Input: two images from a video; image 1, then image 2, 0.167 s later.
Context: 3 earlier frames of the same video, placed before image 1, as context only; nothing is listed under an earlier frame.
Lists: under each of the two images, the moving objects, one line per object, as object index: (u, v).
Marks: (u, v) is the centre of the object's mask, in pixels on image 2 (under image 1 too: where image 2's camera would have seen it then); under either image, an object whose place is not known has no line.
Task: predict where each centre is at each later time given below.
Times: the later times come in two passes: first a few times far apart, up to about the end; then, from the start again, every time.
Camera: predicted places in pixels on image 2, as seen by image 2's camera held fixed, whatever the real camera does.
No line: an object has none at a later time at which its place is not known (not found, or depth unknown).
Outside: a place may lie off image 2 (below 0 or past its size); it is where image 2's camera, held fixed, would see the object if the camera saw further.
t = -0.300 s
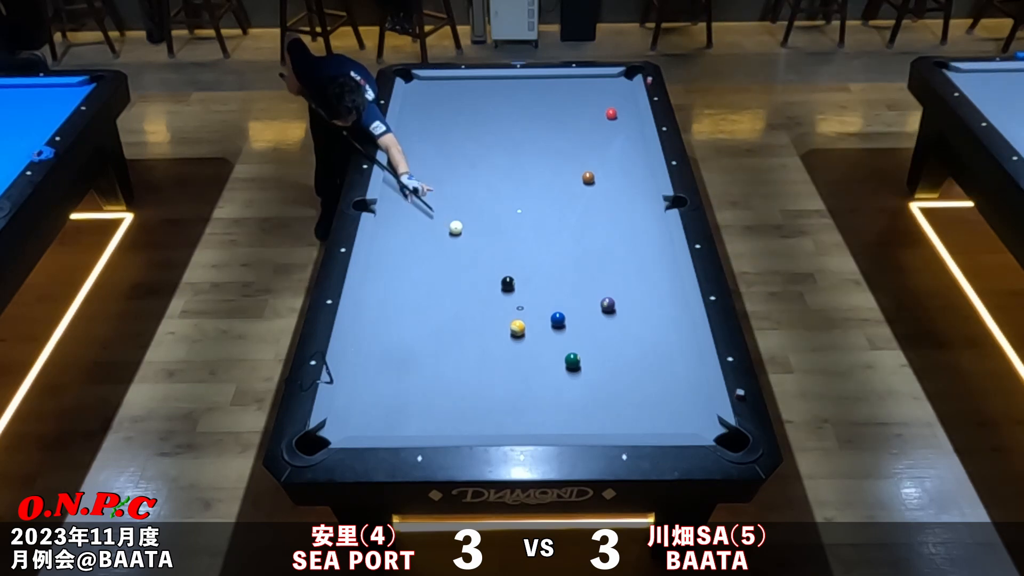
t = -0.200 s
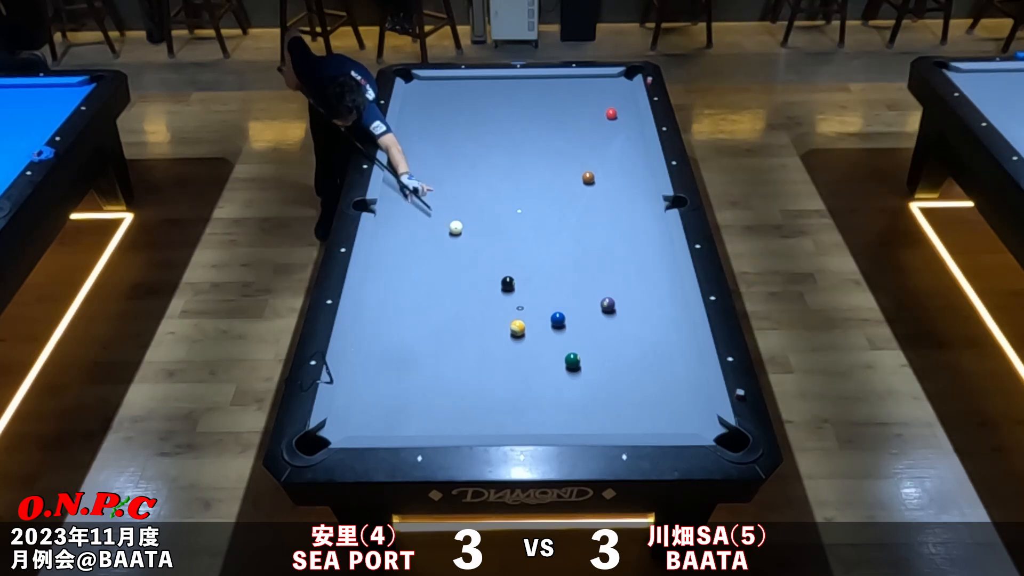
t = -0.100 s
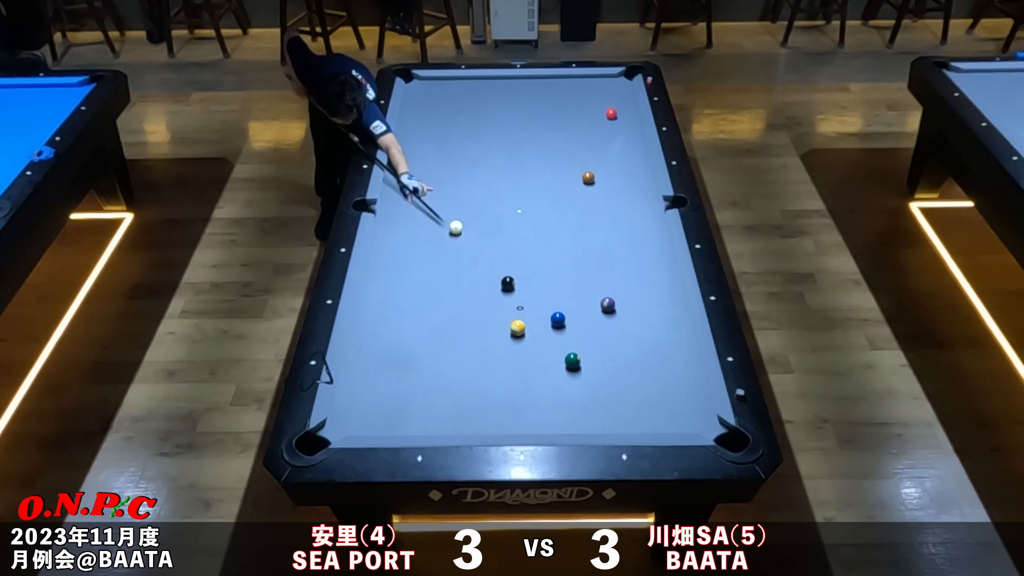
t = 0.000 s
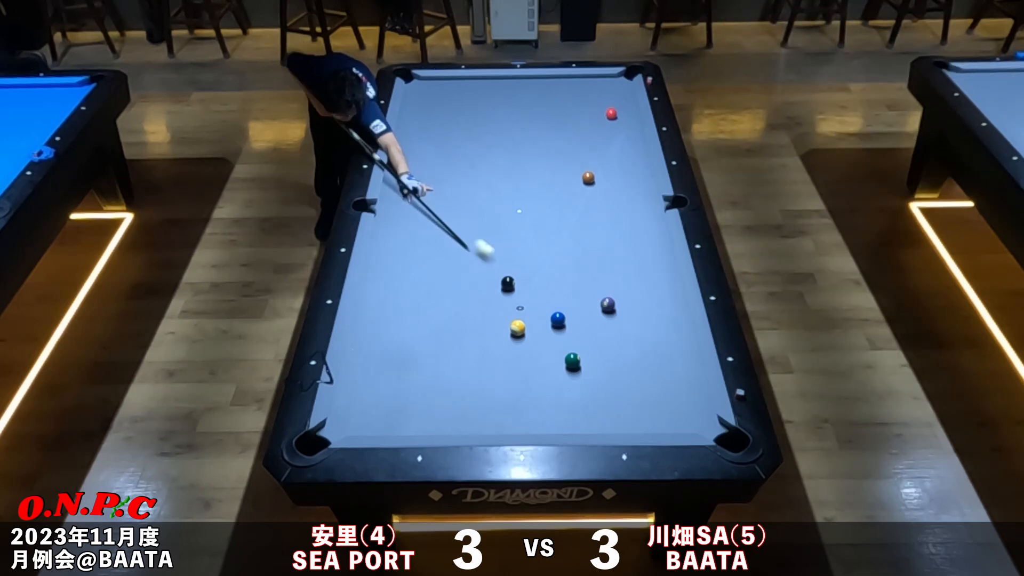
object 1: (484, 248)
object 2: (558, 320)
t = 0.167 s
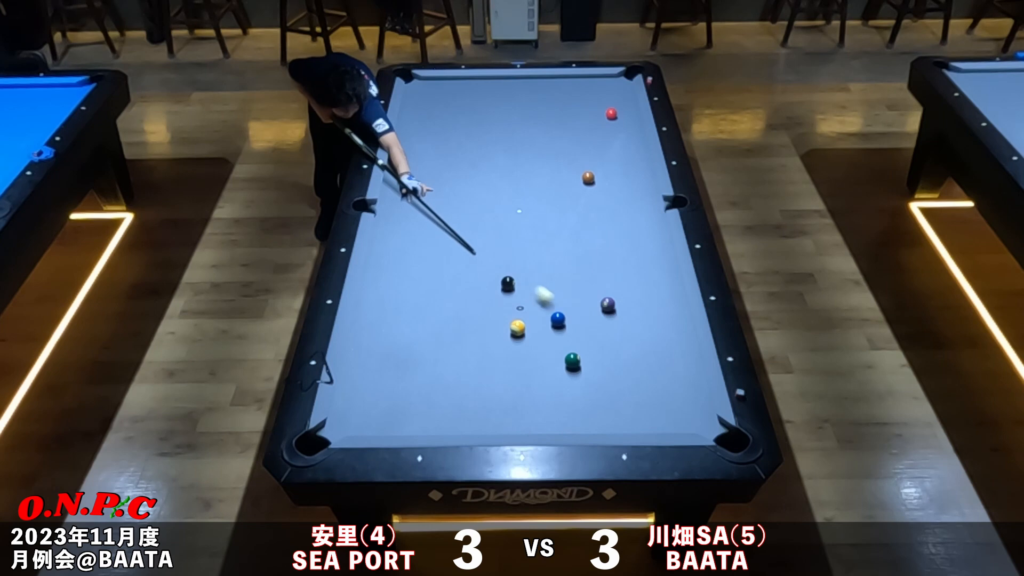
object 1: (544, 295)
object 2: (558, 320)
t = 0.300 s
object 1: (590, 314)
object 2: (554, 335)
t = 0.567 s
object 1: (668, 332)
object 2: (545, 376)
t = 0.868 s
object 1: (659, 374)
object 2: (532, 424)
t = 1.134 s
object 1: (625, 419)
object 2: (525, 409)
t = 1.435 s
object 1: (572, 404)
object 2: (518, 384)
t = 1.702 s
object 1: (527, 380)
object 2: (512, 364)
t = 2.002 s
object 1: (482, 356)
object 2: (507, 345)
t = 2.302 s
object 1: (442, 334)
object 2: (501, 329)
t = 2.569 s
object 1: (409, 317)
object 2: (494, 317)
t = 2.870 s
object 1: (376, 299)
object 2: (488, 307)
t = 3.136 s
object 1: (375, 286)
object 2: (483, 298)
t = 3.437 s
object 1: (395, 274)
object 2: (478, 291)
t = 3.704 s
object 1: (412, 264)
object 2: (474, 285)
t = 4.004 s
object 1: (429, 255)
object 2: (471, 280)
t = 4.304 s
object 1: (444, 246)
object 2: (468, 277)
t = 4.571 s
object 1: (455, 239)
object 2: (466, 275)
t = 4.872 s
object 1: (467, 233)
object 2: (465, 274)
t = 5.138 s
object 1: (476, 228)
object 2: (465, 274)
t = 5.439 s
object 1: (484, 223)
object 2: (465, 274)
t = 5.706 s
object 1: (490, 220)
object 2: (465, 274)
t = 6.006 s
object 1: (496, 217)
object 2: (465, 274)
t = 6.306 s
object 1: (500, 214)
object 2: (465, 274)
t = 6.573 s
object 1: (503, 213)
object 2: (465, 274)
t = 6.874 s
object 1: (504, 212)
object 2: (465, 273)
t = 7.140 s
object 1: (504, 212)
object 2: (465, 274)
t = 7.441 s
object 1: (504, 212)
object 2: (465, 274)
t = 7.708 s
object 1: (504, 212)
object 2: (465, 274)
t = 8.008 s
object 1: (504, 212)
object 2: (465, 274)
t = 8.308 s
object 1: (504, 212)
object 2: (465, 274)
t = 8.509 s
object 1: (504, 212)
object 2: (465, 274)
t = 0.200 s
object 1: (555, 303)
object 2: (558, 320)
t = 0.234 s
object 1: (567, 309)
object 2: (557, 323)
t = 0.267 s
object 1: (579, 312)
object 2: (555, 329)
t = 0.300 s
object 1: (590, 314)
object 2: (554, 335)
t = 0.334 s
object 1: (600, 316)
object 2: (553, 340)
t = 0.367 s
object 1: (610, 319)
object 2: (552, 345)
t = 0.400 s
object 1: (620, 321)
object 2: (551, 350)
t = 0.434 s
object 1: (629, 323)
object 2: (549, 355)
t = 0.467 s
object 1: (639, 325)
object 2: (548, 360)
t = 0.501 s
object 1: (649, 328)
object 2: (547, 366)
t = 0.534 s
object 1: (659, 330)
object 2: (546, 371)
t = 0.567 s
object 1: (668, 332)
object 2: (545, 376)
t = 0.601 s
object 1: (678, 334)
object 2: (543, 381)
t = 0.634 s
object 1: (687, 337)
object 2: (542, 387)
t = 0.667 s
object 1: (684, 342)
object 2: (540, 392)
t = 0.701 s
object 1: (679, 347)
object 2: (539, 398)
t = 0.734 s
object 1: (674, 352)
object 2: (538, 403)
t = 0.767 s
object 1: (670, 358)
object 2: (536, 409)
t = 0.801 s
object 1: (666, 363)
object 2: (535, 414)
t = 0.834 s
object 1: (662, 368)
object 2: (534, 420)
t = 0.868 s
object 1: (659, 374)
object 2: (532, 424)
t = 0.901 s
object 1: (655, 379)
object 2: (531, 427)
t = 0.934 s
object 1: (651, 384)
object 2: (530, 425)
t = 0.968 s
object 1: (646, 390)
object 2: (529, 424)
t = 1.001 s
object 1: (642, 396)
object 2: (528, 422)
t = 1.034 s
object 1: (638, 402)
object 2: (527, 418)
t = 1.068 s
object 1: (634, 407)
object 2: (526, 415)
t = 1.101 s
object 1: (630, 413)
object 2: (526, 412)
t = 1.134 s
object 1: (625, 419)
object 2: (525, 409)
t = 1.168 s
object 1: (621, 424)
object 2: (524, 406)
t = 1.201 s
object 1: (615, 425)
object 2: (523, 403)
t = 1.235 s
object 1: (609, 423)
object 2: (522, 400)
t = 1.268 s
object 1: (602, 420)
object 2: (522, 397)
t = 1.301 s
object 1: (596, 417)
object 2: (521, 395)
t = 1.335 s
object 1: (590, 414)
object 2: (520, 392)
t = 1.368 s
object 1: (584, 411)
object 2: (519, 389)
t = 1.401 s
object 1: (578, 408)
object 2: (519, 387)
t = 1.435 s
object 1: (572, 404)
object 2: (518, 384)
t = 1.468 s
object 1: (566, 401)
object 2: (517, 381)
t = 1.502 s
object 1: (560, 398)
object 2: (517, 379)
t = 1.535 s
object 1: (555, 395)
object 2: (516, 376)
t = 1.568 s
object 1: (549, 392)
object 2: (515, 374)
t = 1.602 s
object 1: (544, 389)
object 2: (515, 371)
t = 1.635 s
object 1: (538, 386)
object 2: (514, 369)
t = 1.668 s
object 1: (533, 383)
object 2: (513, 366)
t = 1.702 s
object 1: (527, 380)
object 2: (512, 364)
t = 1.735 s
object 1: (522, 378)
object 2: (512, 361)
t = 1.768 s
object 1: (517, 375)
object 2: (511, 358)
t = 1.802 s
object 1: (512, 372)
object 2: (511, 356)
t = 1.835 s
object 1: (507, 369)
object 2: (510, 354)
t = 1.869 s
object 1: (502, 367)
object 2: (509, 352)
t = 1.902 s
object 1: (497, 364)
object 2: (509, 350)
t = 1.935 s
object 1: (492, 361)
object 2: (508, 349)
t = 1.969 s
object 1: (487, 359)
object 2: (507, 347)
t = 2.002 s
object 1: (482, 356)
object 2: (507, 345)
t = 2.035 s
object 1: (477, 354)
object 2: (506, 343)
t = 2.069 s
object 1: (473, 351)
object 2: (506, 341)
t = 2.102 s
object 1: (468, 348)
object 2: (505, 339)
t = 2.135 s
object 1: (464, 346)
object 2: (505, 337)
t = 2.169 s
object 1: (459, 344)
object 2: (504, 335)
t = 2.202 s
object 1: (455, 341)
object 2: (504, 334)
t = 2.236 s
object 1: (450, 339)
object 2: (502, 332)
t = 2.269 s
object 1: (446, 337)
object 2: (502, 330)
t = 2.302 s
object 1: (442, 334)
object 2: (501, 329)
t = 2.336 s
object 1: (437, 332)
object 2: (500, 327)
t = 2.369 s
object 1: (433, 330)
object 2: (499, 326)
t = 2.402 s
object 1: (429, 327)
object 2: (498, 325)
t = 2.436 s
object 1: (425, 325)
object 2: (497, 323)
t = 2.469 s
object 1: (421, 323)
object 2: (496, 322)
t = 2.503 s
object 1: (417, 321)
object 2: (496, 320)
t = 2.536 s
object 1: (413, 319)
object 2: (495, 319)
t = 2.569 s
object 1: (409, 317)
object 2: (494, 317)
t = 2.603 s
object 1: (405, 315)
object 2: (494, 316)
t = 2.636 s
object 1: (401, 313)
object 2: (493, 315)
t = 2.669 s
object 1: (398, 311)
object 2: (492, 314)
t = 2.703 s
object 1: (394, 309)
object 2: (491, 313)
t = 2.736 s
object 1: (390, 307)
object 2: (490, 312)
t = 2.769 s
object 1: (387, 305)
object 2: (490, 310)
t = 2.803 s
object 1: (383, 303)
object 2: (489, 309)
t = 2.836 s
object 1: (379, 301)
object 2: (488, 308)
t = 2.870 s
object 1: (376, 299)
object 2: (488, 307)
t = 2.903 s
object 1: (372, 298)
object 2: (487, 306)
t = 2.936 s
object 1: (369, 296)
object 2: (487, 305)
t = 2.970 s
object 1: (365, 294)
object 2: (486, 303)
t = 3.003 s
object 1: (365, 292)
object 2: (485, 303)
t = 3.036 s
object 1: (367, 291)
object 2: (485, 301)
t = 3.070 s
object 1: (370, 289)
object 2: (484, 300)
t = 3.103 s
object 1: (372, 288)
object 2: (483, 300)
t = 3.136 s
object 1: (375, 286)
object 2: (483, 298)
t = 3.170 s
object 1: (377, 285)
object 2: (482, 298)
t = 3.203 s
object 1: (379, 284)
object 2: (481, 297)
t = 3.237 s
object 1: (382, 282)
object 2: (481, 296)
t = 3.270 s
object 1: (384, 281)
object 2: (480, 295)
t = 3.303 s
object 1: (386, 280)
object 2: (480, 294)
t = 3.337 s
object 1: (389, 278)
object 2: (479, 293)
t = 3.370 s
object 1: (391, 277)
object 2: (479, 293)
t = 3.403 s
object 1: (393, 275)
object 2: (478, 292)
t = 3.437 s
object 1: (395, 274)
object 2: (478, 291)
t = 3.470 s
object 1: (398, 273)
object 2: (477, 290)
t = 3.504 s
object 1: (400, 272)
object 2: (477, 289)
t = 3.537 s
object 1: (402, 270)
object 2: (476, 288)
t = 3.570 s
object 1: (404, 269)
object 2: (476, 288)
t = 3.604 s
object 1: (406, 268)
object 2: (475, 287)
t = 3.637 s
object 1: (408, 267)
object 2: (475, 287)
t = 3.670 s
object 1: (410, 266)
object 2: (475, 286)
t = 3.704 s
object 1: (412, 264)
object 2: (474, 285)
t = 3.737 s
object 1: (414, 263)
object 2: (474, 285)
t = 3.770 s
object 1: (416, 262)
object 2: (473, 284)
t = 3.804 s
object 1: (418, 261)
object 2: (473, 284)
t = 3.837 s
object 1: (420, 260)
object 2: (473, 283)
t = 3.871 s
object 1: (422, 259)
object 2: (472, 282)
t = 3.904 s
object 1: (423, 258)
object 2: (472, 282)
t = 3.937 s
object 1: (425, 257)
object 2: (471, 282)
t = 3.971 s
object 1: (427, 256)
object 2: (471, 281)
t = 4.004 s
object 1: (429, 255)
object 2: (471, 280)
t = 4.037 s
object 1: (430, 254)
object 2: (470, 280)
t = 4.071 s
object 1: (432, 253)
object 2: (470, 280)
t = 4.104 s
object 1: (434, 252)
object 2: (470, 279)
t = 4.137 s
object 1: (436, 251)
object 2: (470, 279)
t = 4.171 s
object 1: (437, 250)
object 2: (469, 279)
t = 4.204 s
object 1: (439, 249)
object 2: (469, 278)
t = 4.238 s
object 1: (440, 248)
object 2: (469, 278)
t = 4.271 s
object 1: (442, 247)
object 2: (469, 277)
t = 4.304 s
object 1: (444, 246)
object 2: (468, 277)
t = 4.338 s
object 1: (445, 245)
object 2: (468, 277)
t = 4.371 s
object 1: (447, 244)
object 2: (468, 277)
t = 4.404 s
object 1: (448, 244)
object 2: (468, 276)
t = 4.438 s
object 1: (450, 243)
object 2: (467, 276)
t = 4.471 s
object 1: (451, 242)
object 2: (467, 276)
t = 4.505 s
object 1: (453, 241)
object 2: (467, 276)
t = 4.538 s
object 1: (454, 240)
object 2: (466, 276)
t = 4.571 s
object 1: (455, 239)
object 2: (466, 275)
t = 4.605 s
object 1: (457, 239)
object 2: (466, 275)
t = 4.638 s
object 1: (458, 238)
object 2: (466, 275)
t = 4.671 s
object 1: (459, 237)
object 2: (466, 275)
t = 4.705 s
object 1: (461, 237)
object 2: (466, 274)
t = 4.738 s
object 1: (462, 236)
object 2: (465, 274)
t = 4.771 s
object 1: (463, 235)
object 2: (465, 274)
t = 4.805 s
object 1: (464, 234)
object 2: (465, 274)
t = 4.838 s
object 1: (466, 234)
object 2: (465, 274)
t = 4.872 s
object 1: (467, 233)
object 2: (465, 274)
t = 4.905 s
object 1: (468, 232)
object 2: (465, 274)
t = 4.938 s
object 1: (469, 232)
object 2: (465, 274)
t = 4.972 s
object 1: (470, 231)
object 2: (465, 274)
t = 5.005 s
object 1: (471, 230)
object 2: (465, 274)
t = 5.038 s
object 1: (472, 230)
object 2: (465, 274)
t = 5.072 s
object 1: (473, 229)
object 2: (465, 274)
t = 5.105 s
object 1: (475, 228)
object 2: (465, 274)
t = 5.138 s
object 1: (476, 228)
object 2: (465, 274)
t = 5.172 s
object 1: (477, 227)
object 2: (465, 274)
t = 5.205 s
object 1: (478, 227)
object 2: (465, 274)
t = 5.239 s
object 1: (479, 226)
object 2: (465, 274)
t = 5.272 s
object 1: (480, 226)
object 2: (465, 274)
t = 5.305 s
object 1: (481, 225)
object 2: (465, 274)
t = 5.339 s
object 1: (482, 225)
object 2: (465, 274)
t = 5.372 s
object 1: (482, 224)
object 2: (465, 274)
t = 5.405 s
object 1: (483, 224)
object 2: (465, 274)
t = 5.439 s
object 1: (484, 223)
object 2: (465, 274)
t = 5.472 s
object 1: (485, 223)
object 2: (465, 274)
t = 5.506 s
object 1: (486, 222)
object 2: (465, 274)
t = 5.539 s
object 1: (487, 222)
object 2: (465, 274)
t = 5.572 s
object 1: (488, 221)
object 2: (465, 274)
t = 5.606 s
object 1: (488, 221)
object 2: (465, 274)
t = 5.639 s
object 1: (489, 220)
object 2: (465, 274)
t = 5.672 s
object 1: (490, 220)
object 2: (465, 274)
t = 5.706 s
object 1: (490, 220)
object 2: (465, 274)
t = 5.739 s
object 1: (491, 219)
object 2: (465, 274)
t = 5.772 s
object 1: (492, 219)
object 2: (465, 274)
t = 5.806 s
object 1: (493, 218)
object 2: (465, 274)
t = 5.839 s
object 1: (493, 218)
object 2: (465, 274)
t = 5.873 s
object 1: (494, 218)
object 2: (465, 274)
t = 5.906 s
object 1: (494, 218)
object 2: (465, 274)
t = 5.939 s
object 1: (495, 217)
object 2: (465, 274)
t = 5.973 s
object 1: (495, 217)
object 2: (465, 274)
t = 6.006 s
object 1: (496, 217)
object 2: (465, 274)
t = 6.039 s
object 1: (497, 216)
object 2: (465, 274)
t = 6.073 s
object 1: (497, 216)
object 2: (465, 274)
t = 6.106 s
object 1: (498, 216)
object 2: (465, 274)
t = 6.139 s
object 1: (498, 215)
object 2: (465, 274)
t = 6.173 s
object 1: (498, 215)
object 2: (465, 274)
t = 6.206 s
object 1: (499, 215)
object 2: (465, 274)
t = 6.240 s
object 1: (499, 215)
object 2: (465, 274)
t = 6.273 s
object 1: (500, 214)
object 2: (465, 274)
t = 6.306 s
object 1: (500, 214)
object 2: (465, 274)
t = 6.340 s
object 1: (501, 214)
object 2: (465, 274)
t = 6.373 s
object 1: (501, 214)
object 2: (465, 274)
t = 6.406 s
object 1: (501, 214)
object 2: (465, 274)
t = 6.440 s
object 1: (501, 213)
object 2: (465, 274)
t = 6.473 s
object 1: (502, 213)
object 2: (465, 274)
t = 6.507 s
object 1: (502, 213)
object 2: (465, 274)
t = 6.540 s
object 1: (502, 213)
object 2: (465, 274)
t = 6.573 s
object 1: (503, 213)
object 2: (465, 274)
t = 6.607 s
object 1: (503, 213)
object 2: (465, 274)
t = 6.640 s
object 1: (503, 213)
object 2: (465, 274)
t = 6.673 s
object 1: (503, 212)
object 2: (465, 273)
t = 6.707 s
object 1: (503, 212)
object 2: (465, 273)
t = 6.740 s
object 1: (504, 212)
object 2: (465, 273)
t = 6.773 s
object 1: (504, 212)
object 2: (465, 273)
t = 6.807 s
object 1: (504, 212)
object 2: (465, 273)
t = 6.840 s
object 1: (504, 212)
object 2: (465, 274)
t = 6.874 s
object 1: (504, 212)
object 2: (465, 273)
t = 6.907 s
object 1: (504, 212)
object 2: (465, 274)
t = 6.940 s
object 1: (504, 212)
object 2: (465, 274)
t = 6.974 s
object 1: (504, 212)
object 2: (465, 274)
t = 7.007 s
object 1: (504, 212)
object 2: (465, 274)
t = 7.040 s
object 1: (504, 212)
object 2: (465, 274)
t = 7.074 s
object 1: (504, 212)
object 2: (465, 274)
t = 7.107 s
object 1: (504, 212)
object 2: (465, 274)
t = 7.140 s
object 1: (504, 212)
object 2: (465, 274)
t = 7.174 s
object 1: (504, 212)
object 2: (465, 274)
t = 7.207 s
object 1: (504, 212)
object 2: (465, 274)
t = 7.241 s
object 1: (504, 212)
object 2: (465, 274)
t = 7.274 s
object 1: (504, 212)
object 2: (465, 274)
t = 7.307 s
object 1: (504, 212)
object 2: (465, 274)
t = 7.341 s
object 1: (504, 212)
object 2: (465, 274)
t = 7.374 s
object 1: (504, 212)
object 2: (465, 274)
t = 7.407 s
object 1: (504, 212)
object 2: (465, 274)
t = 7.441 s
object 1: (504, 212)
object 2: (465, 274)
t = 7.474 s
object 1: (504, 212)
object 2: (465, 274)
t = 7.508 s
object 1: (504, 212)
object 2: (465, 274)
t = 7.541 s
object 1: (504, 212)
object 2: (465, 274)
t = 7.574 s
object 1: (504, 212)
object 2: (465, 274)
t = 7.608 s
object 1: (504, 212)
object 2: (465, 274)
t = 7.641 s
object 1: (504, 212)
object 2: (465, 274)
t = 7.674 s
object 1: (504, 212)
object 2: (465, 274)
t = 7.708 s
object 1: (504, 212)
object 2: (465, 274)
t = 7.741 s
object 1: (504, 212)
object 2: (465, 274)
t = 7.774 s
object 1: (504, 212)
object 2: (465, 274)
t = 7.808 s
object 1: (504, 212)
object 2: (465, 274)
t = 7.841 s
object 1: (504, 212)
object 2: (465, 274)
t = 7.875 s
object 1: (504, 212)
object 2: (465, 274)
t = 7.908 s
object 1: (504, 212)
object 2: (465, 274)
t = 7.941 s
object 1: (504, 212)
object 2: (465, 274)
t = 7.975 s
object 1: (504, 212)
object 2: (465, 274)
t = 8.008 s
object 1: (504, 212)
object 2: (465, 274)
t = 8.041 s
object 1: (504, 212)
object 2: (465, 274)
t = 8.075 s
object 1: (504, 212)
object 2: (465, 274)
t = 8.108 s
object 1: (504, 212)
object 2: (465, 274)
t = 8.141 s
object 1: (504, 212)
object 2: (465, 274)
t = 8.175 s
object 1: (504, 212)
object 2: (465, 274)
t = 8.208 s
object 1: (504, 212)
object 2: (465, 274)
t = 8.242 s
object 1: (504, 212)
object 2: (465, 274)
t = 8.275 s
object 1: (504, 212)
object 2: (465, 274)
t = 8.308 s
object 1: (504, 212)
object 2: (465, 274)
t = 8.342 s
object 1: (504, 212)
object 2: (465, 274)
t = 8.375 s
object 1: (504, 212)
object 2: (465, 274)
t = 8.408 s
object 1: (504, 212)
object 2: (465, 274)
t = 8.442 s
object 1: (504, 212)
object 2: (465, 274)
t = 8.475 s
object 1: (504, 212)
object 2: (465, 274)
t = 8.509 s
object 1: (504, 212)
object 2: (465, 274)
